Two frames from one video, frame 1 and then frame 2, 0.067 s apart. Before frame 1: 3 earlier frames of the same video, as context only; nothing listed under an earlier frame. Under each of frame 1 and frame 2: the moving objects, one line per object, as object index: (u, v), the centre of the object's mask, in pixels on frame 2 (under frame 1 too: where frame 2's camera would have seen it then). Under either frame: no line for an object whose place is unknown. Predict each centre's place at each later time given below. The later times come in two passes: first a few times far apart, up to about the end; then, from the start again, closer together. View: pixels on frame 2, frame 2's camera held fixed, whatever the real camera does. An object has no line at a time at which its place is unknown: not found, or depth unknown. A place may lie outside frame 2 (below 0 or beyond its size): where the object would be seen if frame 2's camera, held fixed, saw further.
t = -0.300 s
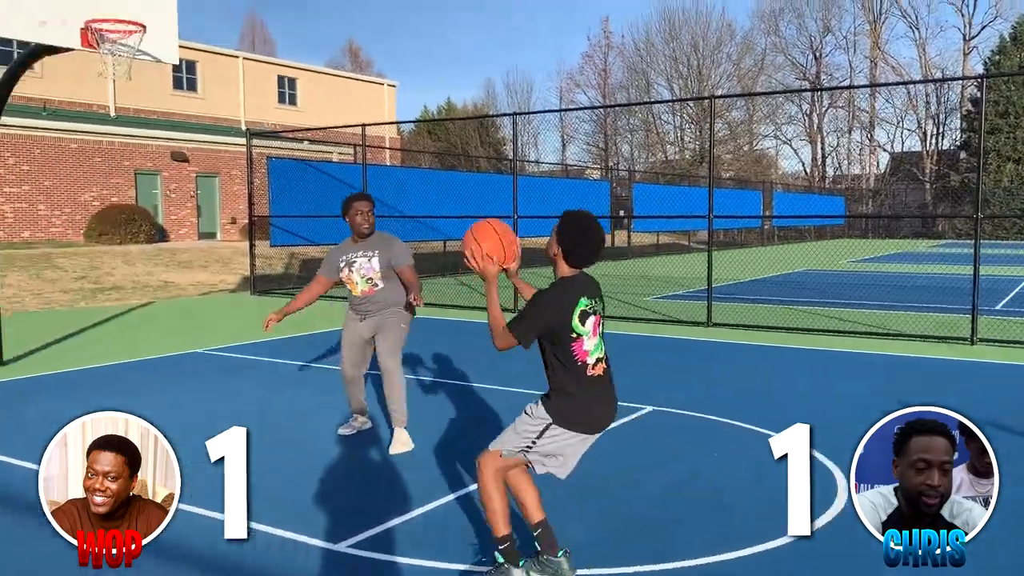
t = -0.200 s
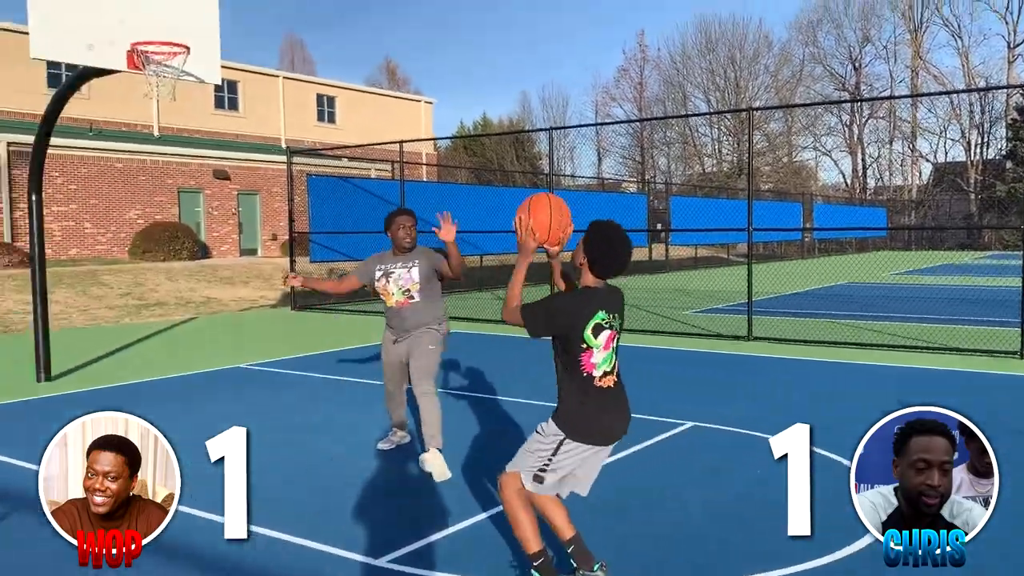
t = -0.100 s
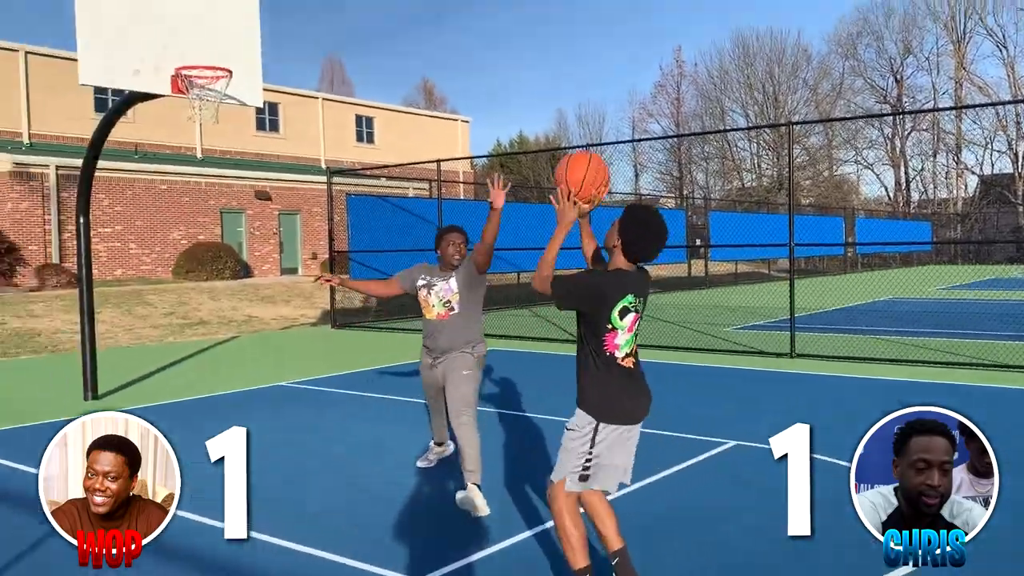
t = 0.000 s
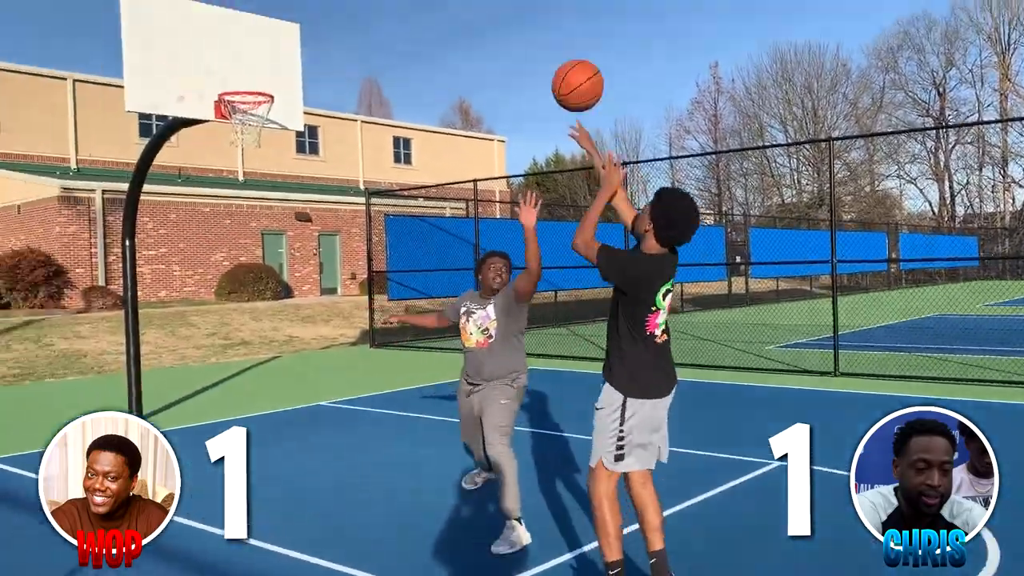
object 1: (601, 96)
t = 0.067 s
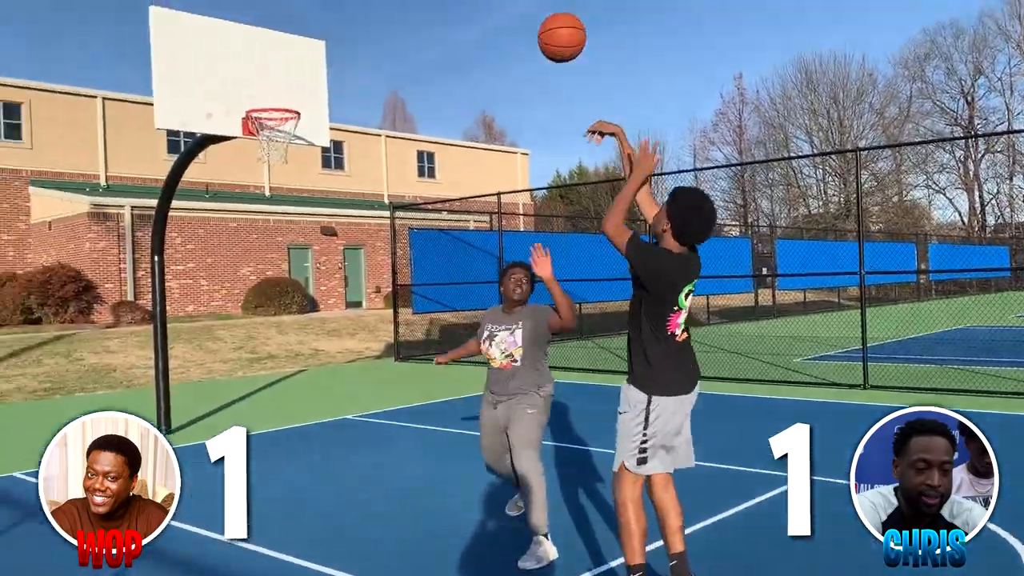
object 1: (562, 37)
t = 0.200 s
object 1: (499, -22)
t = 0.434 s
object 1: (426, -64)
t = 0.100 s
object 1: (544, 13)
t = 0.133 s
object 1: (528, -1)
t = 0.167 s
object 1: (513, -13)
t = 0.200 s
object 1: (499, -22)
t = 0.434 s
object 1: (426, -64)
